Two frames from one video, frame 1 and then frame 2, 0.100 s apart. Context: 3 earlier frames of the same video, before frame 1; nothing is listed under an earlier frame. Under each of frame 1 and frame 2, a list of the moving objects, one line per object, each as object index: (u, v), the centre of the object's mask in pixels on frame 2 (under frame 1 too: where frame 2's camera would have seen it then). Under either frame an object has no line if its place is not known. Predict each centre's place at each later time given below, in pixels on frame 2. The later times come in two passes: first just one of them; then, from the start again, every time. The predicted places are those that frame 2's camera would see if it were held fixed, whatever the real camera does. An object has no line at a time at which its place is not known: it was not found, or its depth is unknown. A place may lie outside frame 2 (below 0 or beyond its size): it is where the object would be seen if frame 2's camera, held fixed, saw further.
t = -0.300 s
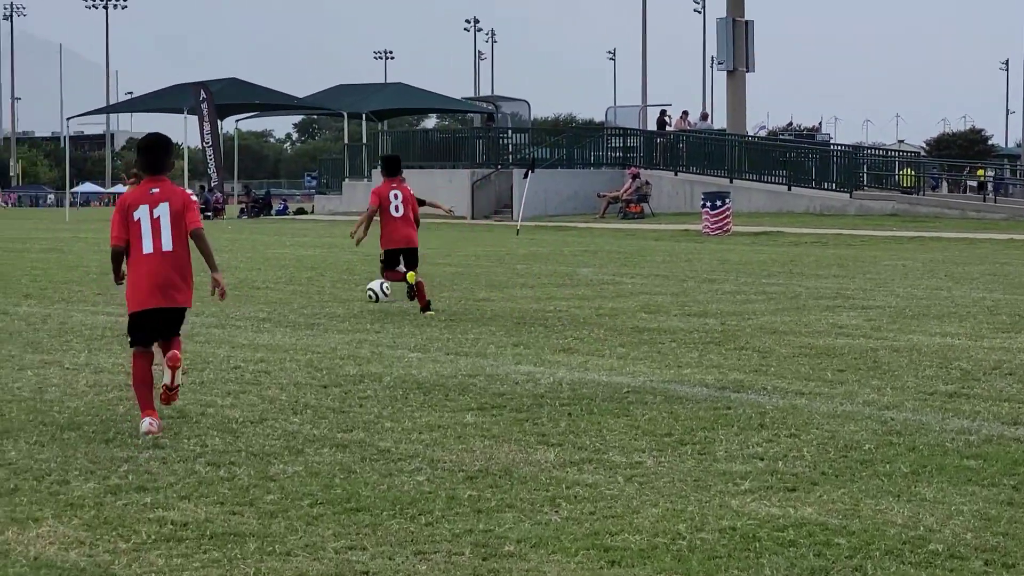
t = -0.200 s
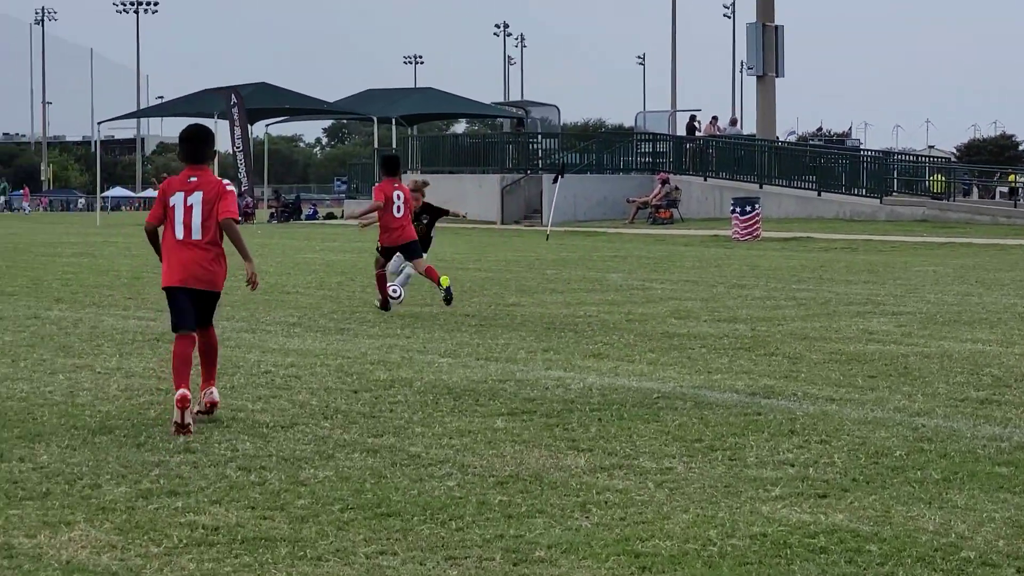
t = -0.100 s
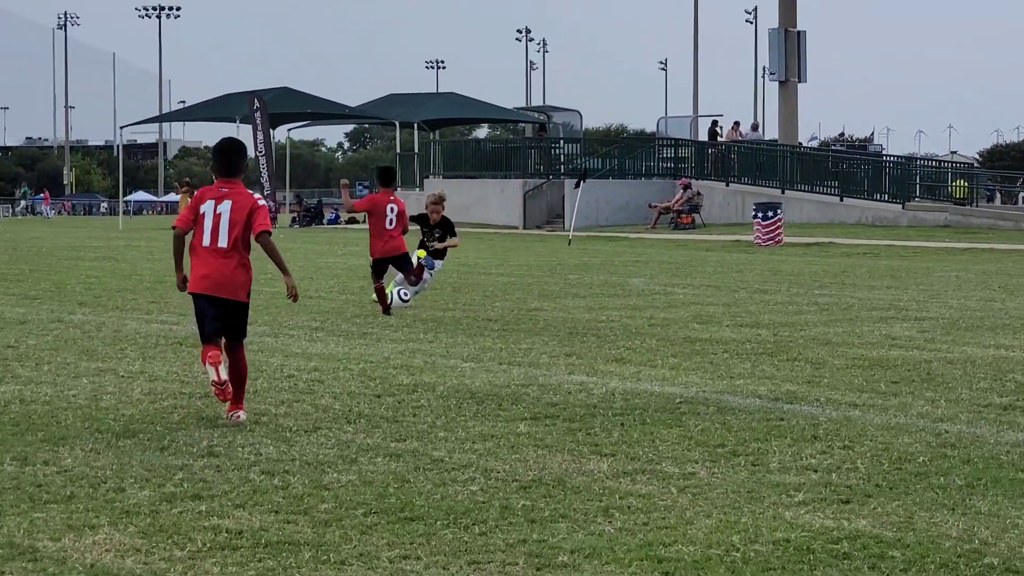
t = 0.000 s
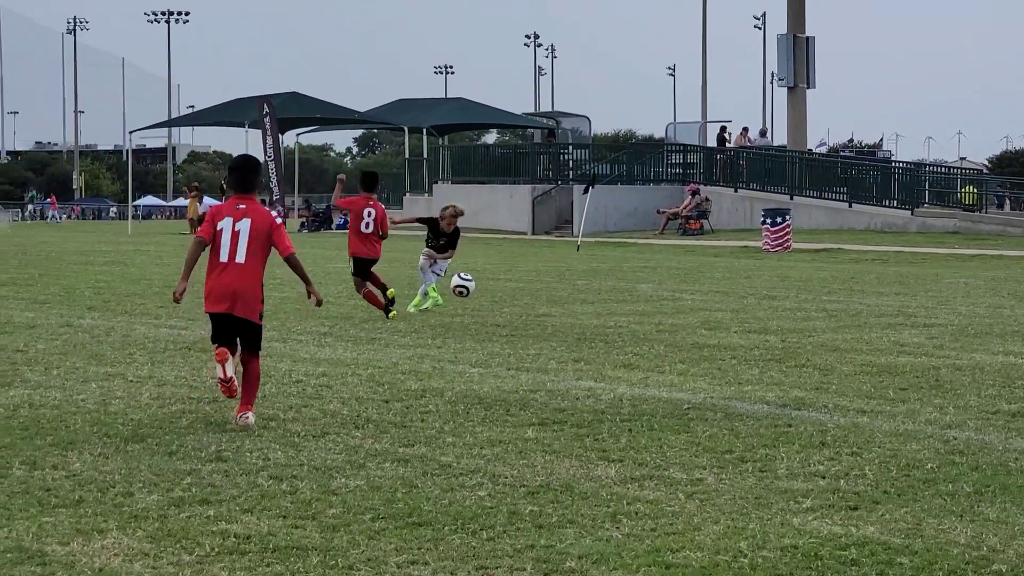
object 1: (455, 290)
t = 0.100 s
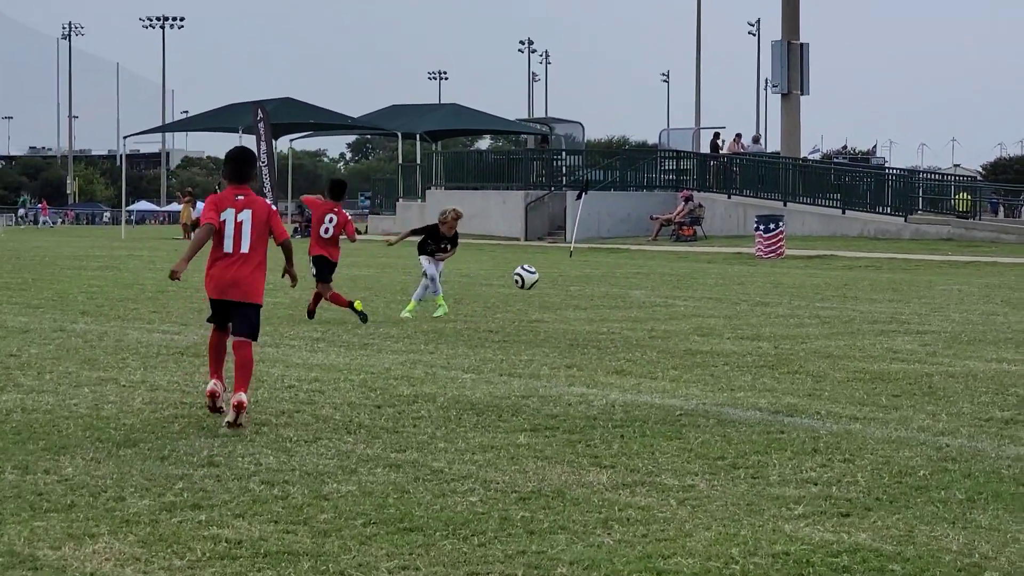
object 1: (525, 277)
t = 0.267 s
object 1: (649, 282)
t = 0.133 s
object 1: (549, 275)
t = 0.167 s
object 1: (574, 274)
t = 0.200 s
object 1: (599, 275)
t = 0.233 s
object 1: (624, 278)
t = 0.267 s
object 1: (649, 282)
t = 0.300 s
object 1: (675, 287)
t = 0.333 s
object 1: (702, 293)
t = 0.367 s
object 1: (730, 302)
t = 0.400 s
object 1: (758, 312)
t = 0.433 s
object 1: (787, 324)
